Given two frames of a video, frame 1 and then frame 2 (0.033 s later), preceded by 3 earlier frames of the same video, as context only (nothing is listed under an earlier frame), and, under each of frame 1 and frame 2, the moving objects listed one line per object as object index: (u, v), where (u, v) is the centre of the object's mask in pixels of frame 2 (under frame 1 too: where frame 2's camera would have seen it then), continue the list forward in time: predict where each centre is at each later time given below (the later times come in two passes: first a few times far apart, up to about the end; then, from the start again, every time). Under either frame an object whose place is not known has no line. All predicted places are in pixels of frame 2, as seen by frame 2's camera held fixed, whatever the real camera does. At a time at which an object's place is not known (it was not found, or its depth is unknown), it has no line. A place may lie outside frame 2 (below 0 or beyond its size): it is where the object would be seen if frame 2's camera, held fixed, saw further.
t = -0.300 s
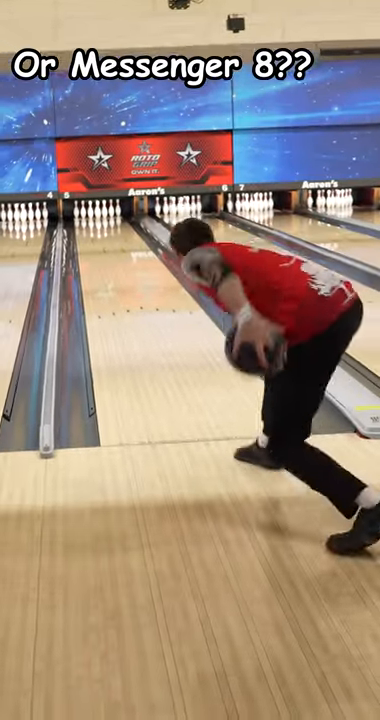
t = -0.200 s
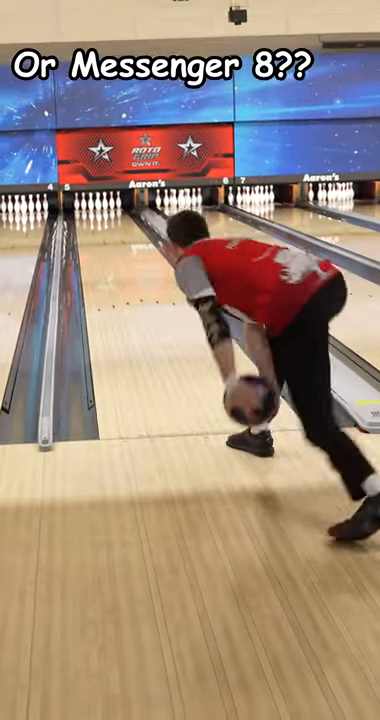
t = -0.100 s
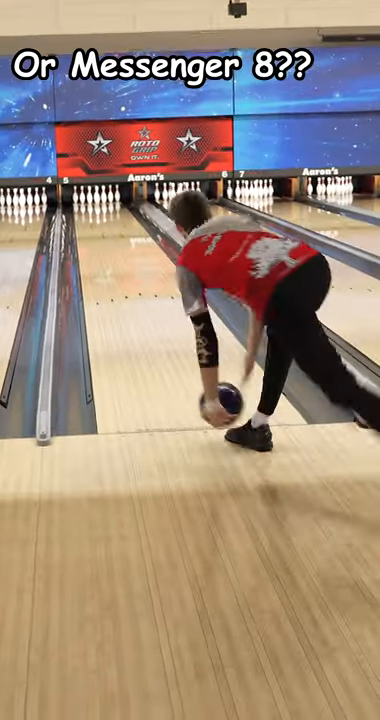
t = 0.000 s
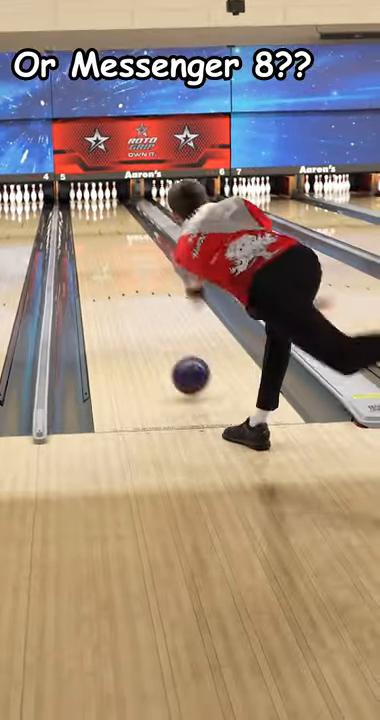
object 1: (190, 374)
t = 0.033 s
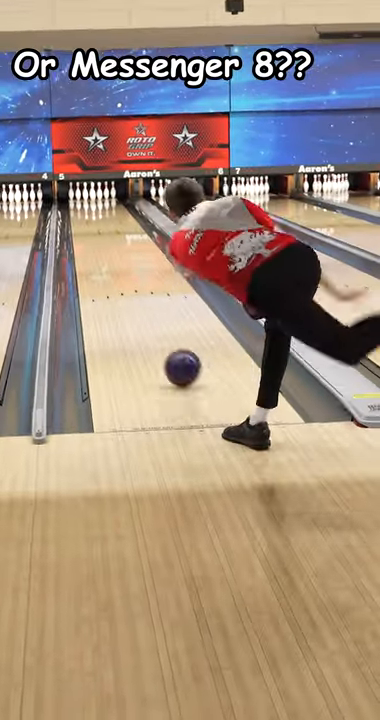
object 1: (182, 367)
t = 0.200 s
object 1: (152, 325)
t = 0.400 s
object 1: (128, 290)
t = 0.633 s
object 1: (110, 263)
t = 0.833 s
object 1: (98, 247)
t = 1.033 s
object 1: (90, 234)
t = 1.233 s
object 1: (85, 224)
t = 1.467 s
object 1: (81, 214)
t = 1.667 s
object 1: (80, 207)
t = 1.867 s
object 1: (83, 202)
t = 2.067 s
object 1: (87, 198)
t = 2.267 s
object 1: (92, 195)
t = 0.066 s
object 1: (175, 358)
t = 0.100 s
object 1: (168, 349)
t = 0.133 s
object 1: (163, 340)
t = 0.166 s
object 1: (157, 333)
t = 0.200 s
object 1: (152, 325)
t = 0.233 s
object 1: (147, 319)
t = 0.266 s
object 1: (143, 312)
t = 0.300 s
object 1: (139, 306)
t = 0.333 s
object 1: (135, 301)
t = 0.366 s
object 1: (131, 295)
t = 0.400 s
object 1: (128, 290)
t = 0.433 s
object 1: (125, 286)
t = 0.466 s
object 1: (122, 282)
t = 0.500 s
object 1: (119, 278)
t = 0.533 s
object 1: (116, 274)
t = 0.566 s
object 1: (114, 270)
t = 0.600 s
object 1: (112, 267)
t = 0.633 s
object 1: (110, 263)
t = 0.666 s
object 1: (107, 260)
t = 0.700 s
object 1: (106, 257)
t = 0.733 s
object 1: (104, 254)
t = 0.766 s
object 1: (102, 252)
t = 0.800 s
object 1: (100, 249)
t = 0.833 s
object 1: (98, 247)
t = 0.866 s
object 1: (97, 245)
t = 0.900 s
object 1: (95, 242)
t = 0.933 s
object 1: (94, 240)
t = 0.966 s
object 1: (93, 238)
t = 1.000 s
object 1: (92, 236)
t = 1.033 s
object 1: (90, 234)
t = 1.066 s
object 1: (89, 232)
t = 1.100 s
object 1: (89, 231)
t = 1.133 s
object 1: (88, 229)
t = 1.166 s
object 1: (87, 227)
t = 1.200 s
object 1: (86, 225)
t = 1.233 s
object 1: (85, 224)
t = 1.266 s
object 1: (84, 222)
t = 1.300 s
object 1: (84, 221)
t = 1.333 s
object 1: (83, 220)
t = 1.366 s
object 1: (82, 218)
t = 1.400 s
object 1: (82, 217)
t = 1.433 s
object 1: (82, 215)
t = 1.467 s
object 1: (81, 214)
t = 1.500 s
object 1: (81, 213)
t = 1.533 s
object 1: (81, 212)
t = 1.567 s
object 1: (80, 211)
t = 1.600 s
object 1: (80, 210)
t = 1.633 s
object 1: (80, 208)
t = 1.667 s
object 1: (80, 207)
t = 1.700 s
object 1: (80, 207)
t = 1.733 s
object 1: (80, 206)
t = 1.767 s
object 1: (81, 205)
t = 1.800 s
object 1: (82, 204)
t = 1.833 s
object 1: (82, 203)
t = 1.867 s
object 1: (83, 202)
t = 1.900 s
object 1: (83, 201)
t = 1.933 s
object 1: (83, 201)
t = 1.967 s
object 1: (84, 200)
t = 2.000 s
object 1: (85, 199)
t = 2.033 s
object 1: (86, 199)
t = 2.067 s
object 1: (87, 198)
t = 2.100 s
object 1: (88, 197)
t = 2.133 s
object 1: (89, 197)
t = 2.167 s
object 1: (89, 196)
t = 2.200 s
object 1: (90, 195)
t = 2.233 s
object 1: (91, 195)
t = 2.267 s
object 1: (92, 195)
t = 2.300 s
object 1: (92, 194)
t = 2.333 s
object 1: (93, 194)
